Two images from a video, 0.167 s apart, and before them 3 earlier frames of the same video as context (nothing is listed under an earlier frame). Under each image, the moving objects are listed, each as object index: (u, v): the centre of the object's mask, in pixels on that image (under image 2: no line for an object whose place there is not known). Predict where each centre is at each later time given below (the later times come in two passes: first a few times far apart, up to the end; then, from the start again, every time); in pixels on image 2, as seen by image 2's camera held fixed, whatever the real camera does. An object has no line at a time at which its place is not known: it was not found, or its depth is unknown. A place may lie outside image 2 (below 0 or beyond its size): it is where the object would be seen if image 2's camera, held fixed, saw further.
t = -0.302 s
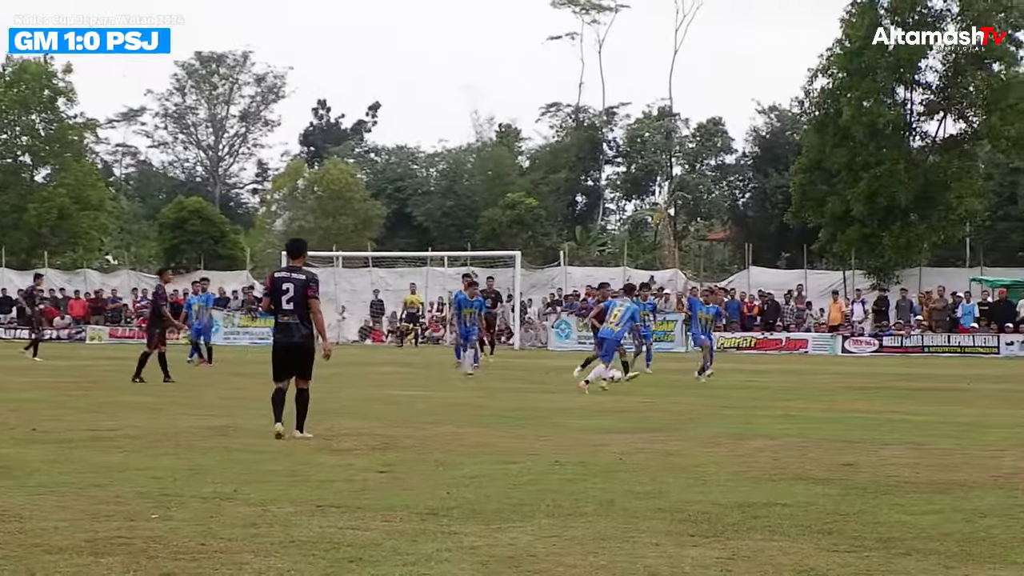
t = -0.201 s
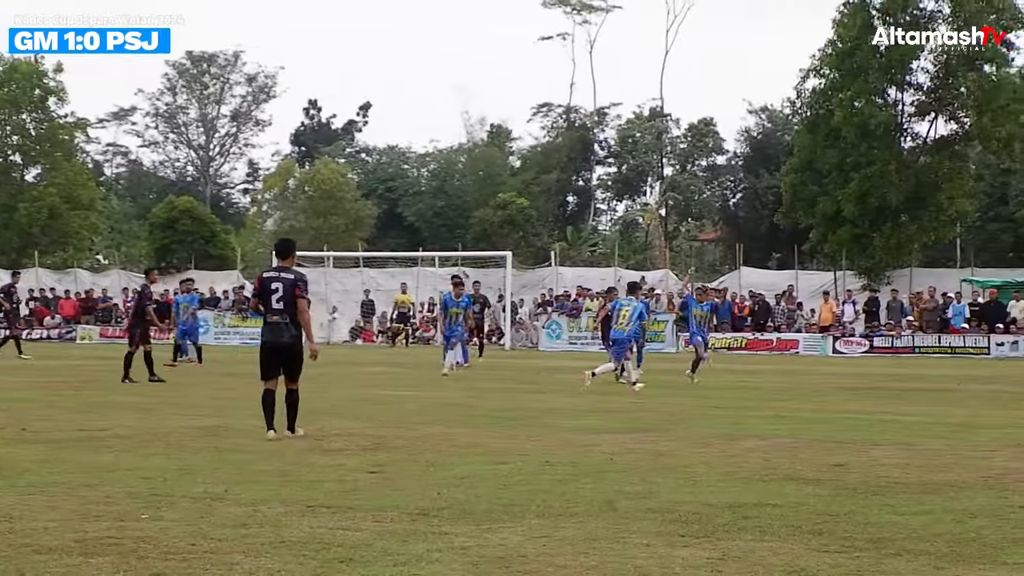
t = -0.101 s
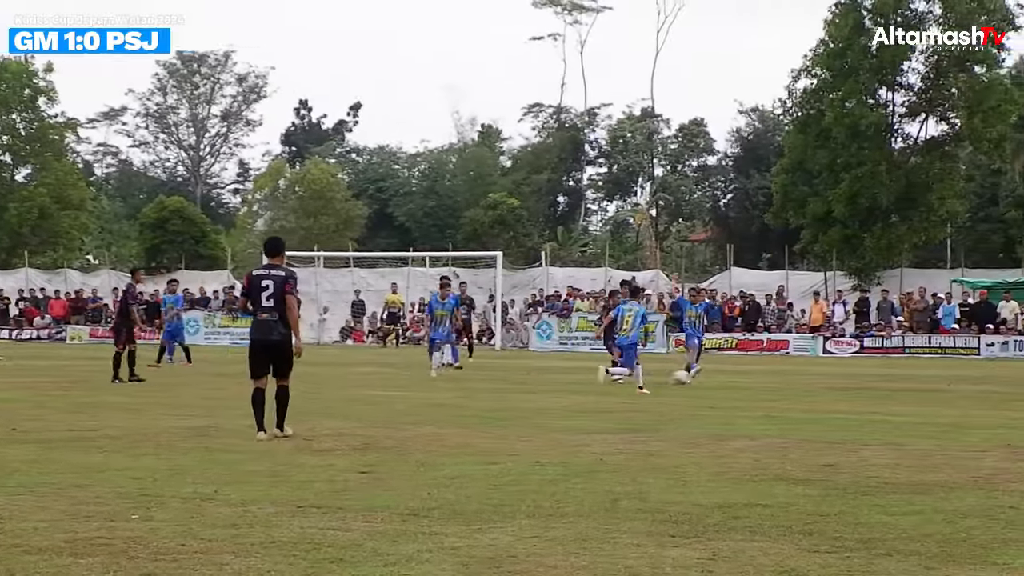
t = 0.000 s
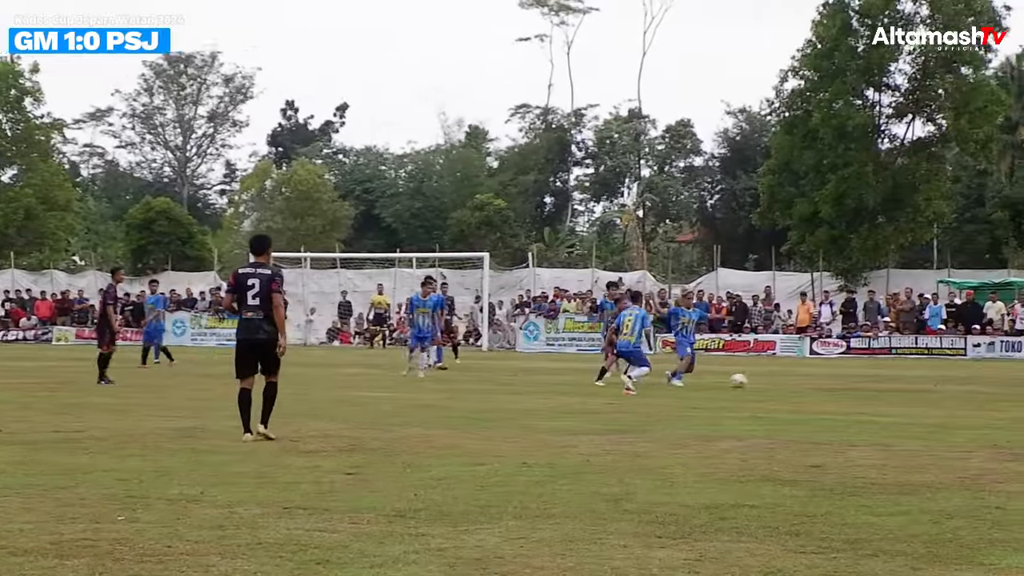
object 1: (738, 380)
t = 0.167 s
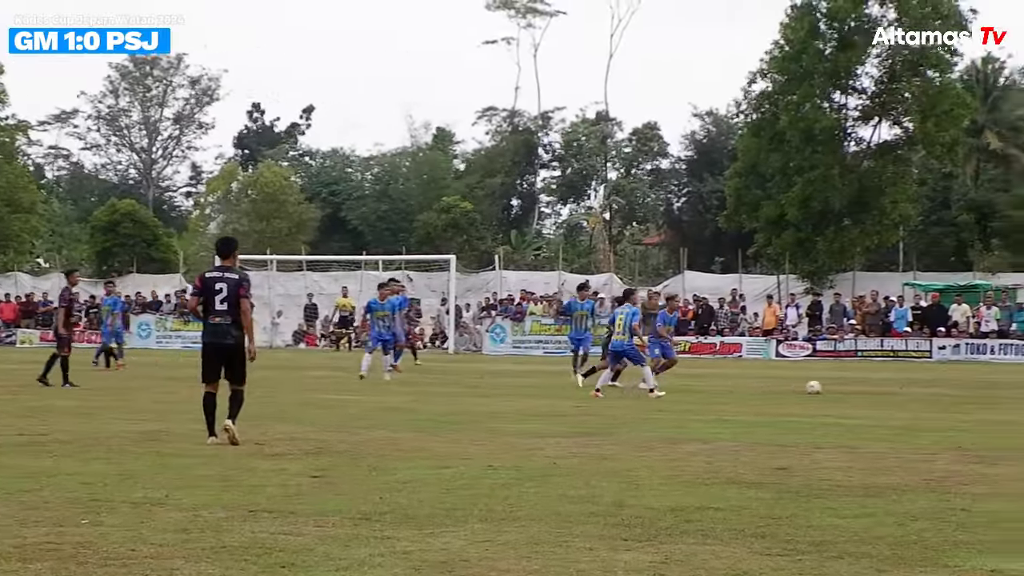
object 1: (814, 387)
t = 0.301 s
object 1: (888, 385)
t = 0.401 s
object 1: (943, 391)
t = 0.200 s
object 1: (832, 386)
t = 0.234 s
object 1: (850, 385)
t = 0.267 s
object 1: (869, 385)
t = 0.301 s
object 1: (888, 385)
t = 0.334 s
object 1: (906, 387)
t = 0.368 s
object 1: (925, 388)
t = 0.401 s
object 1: (943, 391)
